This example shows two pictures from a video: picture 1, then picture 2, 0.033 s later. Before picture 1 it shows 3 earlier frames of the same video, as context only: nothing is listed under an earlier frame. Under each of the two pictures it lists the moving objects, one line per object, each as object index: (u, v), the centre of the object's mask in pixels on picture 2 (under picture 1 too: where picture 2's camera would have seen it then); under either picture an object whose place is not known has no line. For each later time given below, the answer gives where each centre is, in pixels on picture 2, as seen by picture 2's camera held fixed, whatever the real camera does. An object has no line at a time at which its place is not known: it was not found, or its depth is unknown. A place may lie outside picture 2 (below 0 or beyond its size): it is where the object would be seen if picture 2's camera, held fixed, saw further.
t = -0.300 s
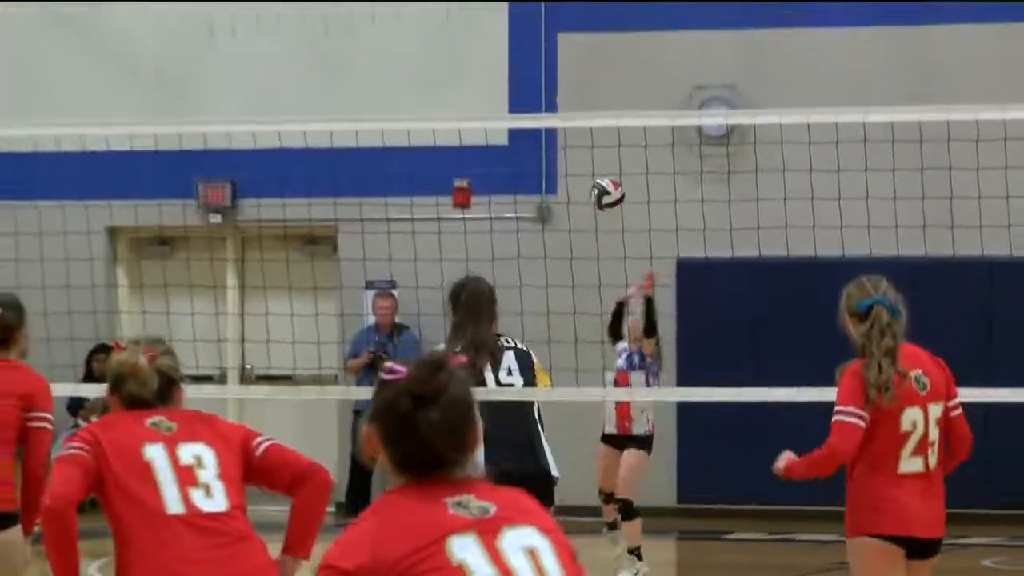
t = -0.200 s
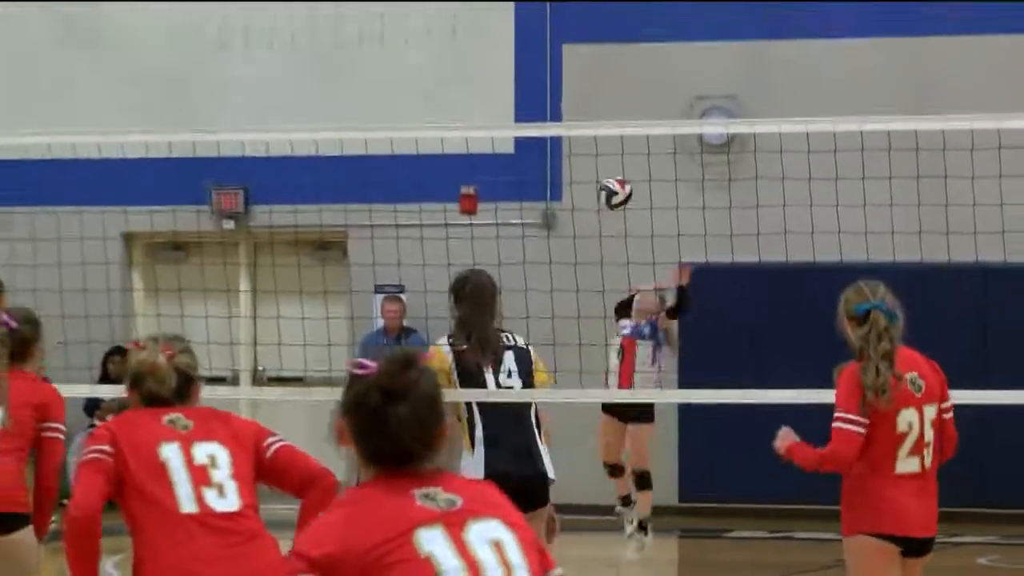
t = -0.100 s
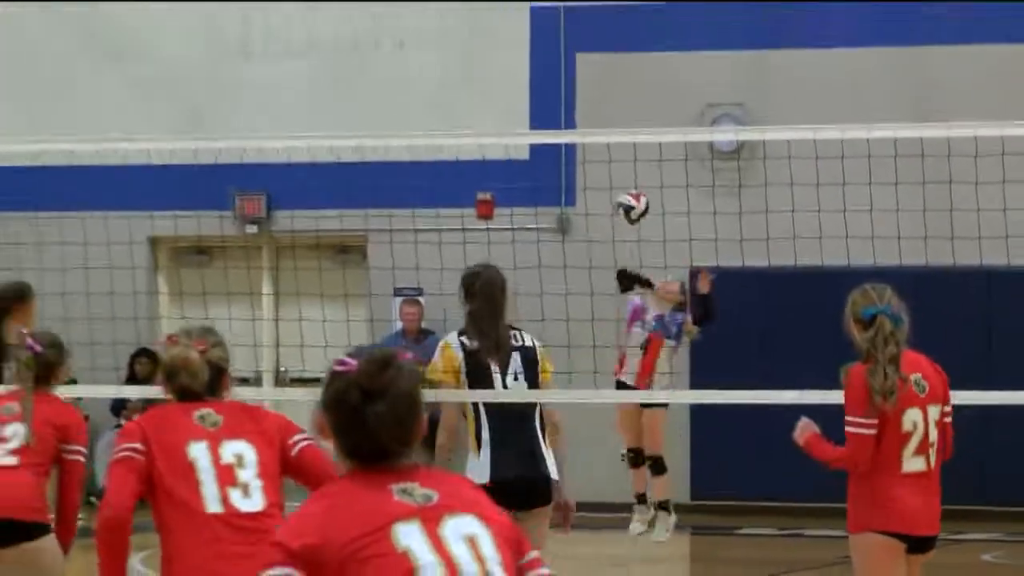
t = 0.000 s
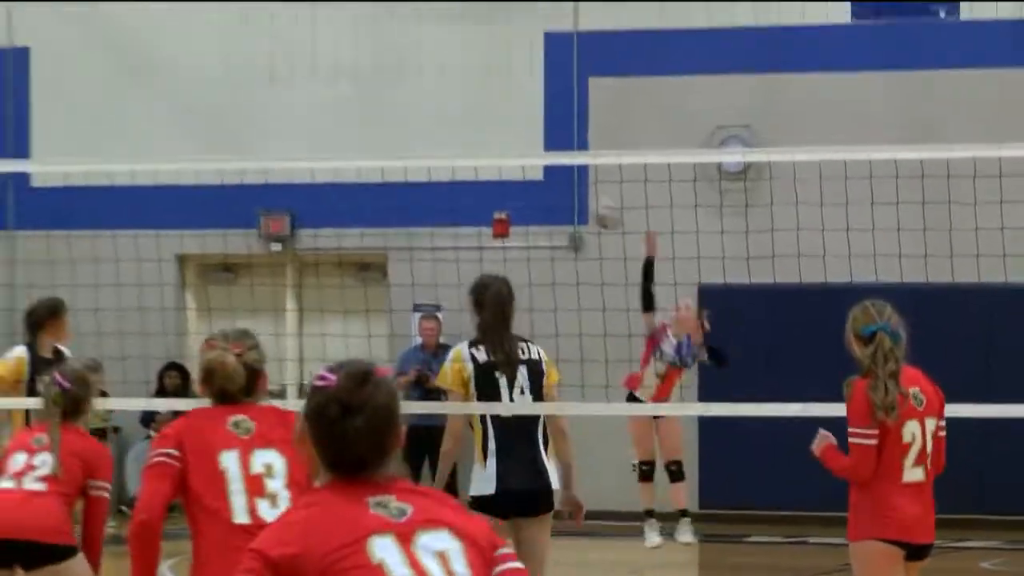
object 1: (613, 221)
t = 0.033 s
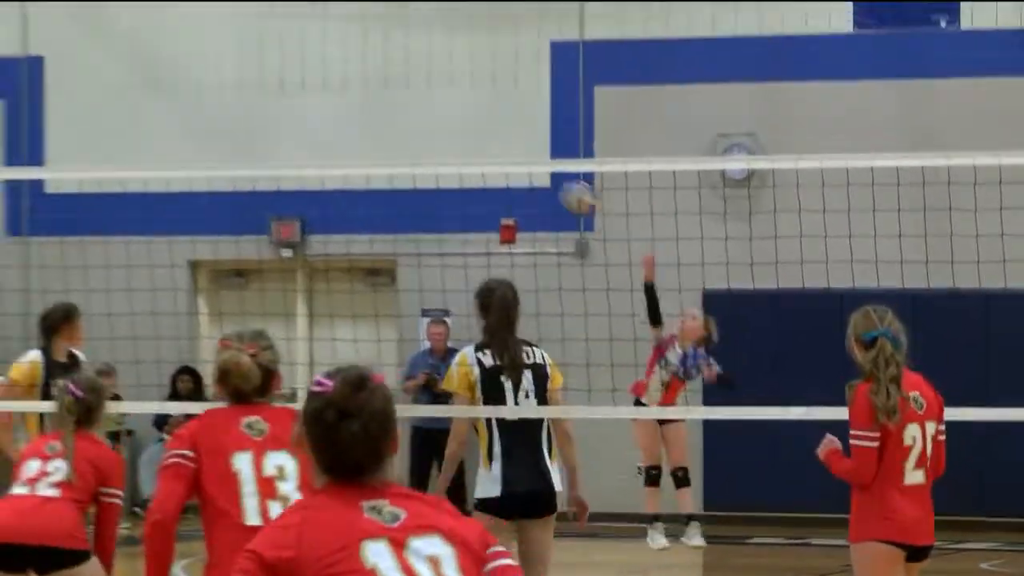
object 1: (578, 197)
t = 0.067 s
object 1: (545, 182)
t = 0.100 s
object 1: (508, 152)
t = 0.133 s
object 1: (470, 140)
